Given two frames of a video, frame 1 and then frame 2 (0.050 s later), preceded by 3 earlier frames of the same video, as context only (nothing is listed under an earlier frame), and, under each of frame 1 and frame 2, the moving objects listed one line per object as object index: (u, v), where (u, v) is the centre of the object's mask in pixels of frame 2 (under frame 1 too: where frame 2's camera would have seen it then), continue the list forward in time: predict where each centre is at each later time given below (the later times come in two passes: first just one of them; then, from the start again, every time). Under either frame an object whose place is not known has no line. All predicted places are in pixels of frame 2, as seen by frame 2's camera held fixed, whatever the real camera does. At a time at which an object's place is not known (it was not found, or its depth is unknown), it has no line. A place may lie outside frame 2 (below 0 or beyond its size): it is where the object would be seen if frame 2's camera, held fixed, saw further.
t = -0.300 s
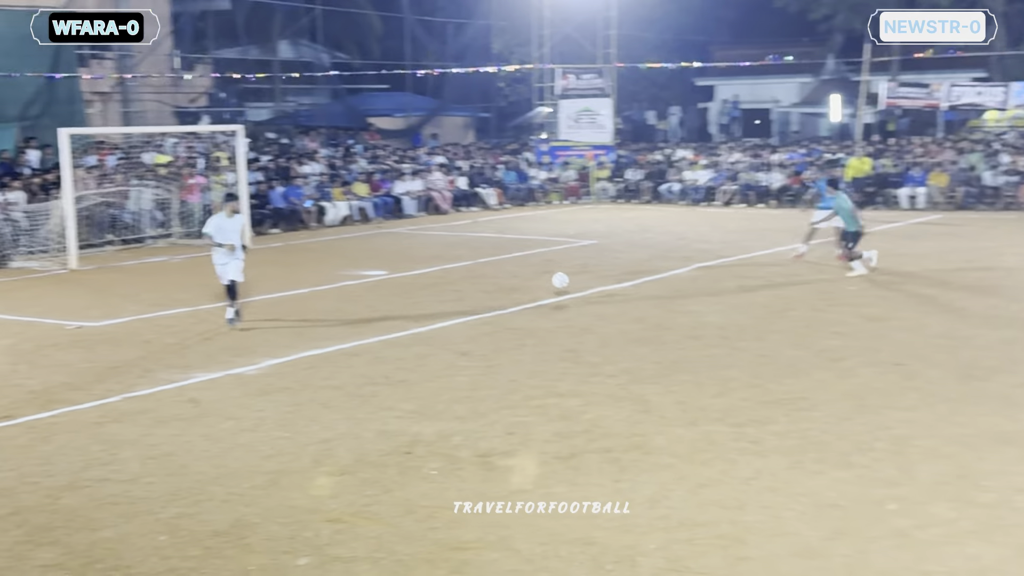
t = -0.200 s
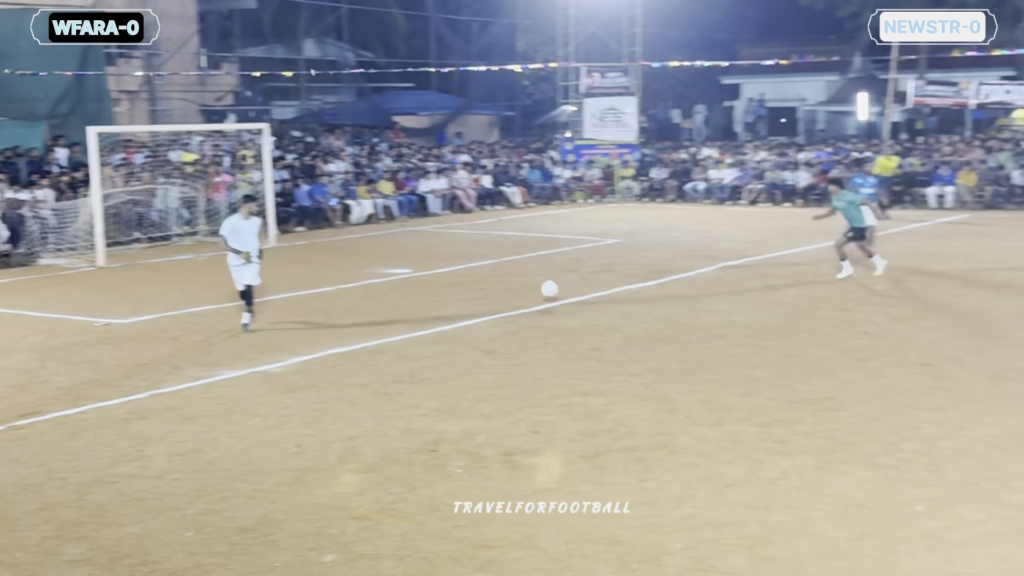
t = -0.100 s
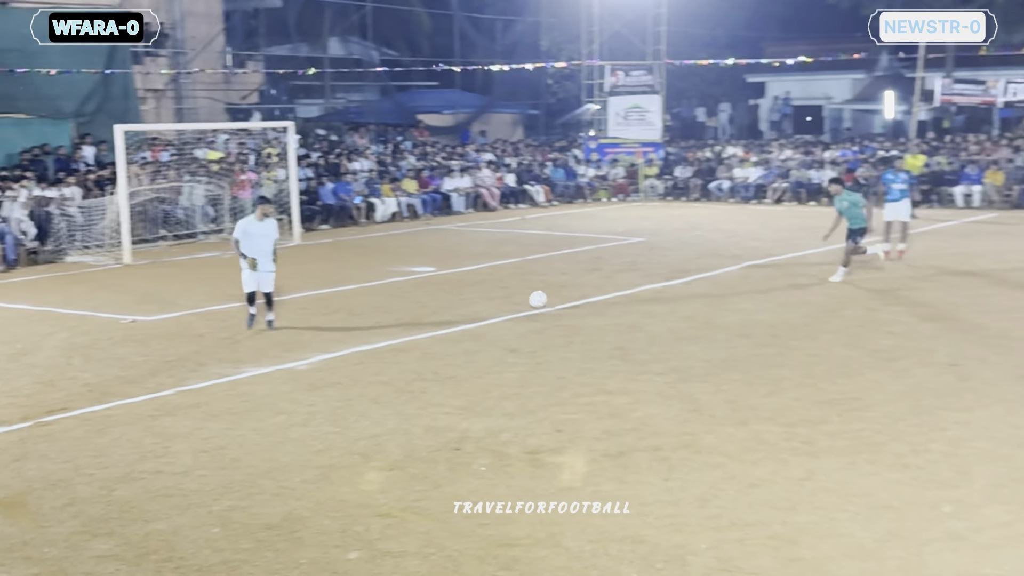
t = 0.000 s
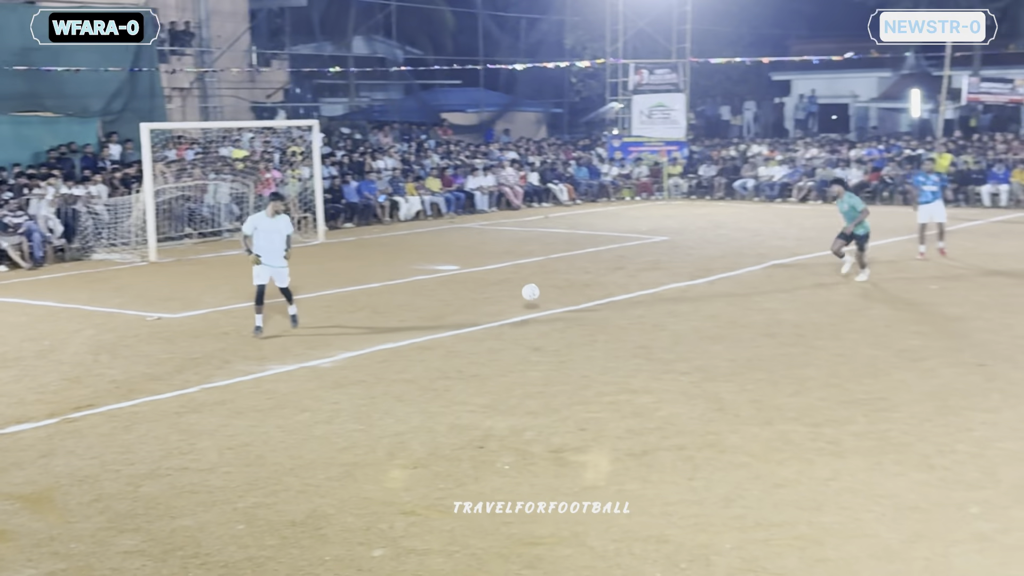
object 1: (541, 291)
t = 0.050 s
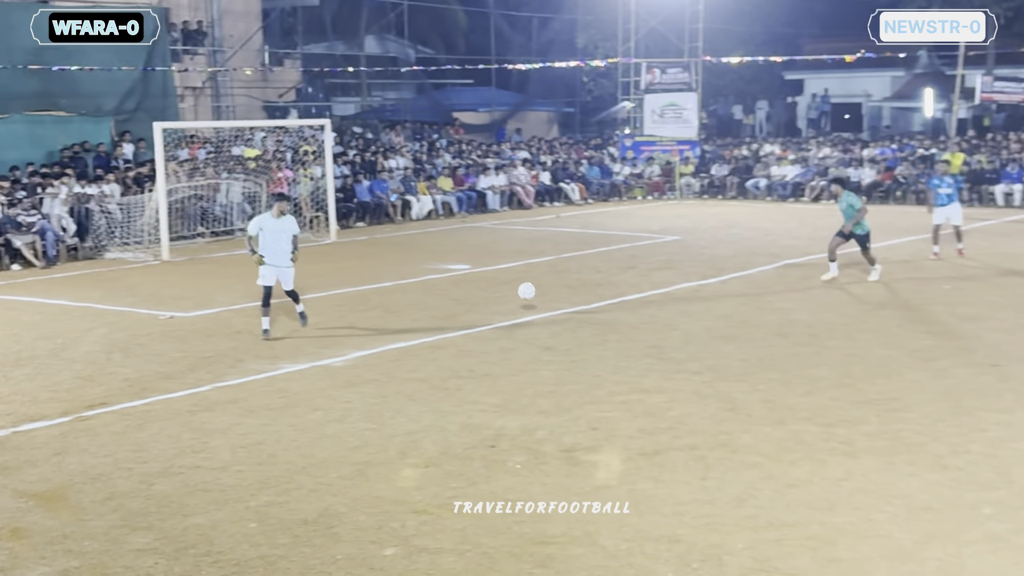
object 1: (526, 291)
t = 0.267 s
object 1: (457, 314)
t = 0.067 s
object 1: (521, 291)
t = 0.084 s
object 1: (516, 292)
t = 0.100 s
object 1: (511, 293)
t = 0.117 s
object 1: (505, 294)
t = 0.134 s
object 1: (500, 295)
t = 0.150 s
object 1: (495, 297)
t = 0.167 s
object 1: (490, 298)
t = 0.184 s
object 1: (484, 300)
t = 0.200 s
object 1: (479, 302)
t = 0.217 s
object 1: (473, 305)
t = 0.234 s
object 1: (467, 308)
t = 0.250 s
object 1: (462, 311)
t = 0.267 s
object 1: (457, 314)
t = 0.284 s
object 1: (451, 317)
